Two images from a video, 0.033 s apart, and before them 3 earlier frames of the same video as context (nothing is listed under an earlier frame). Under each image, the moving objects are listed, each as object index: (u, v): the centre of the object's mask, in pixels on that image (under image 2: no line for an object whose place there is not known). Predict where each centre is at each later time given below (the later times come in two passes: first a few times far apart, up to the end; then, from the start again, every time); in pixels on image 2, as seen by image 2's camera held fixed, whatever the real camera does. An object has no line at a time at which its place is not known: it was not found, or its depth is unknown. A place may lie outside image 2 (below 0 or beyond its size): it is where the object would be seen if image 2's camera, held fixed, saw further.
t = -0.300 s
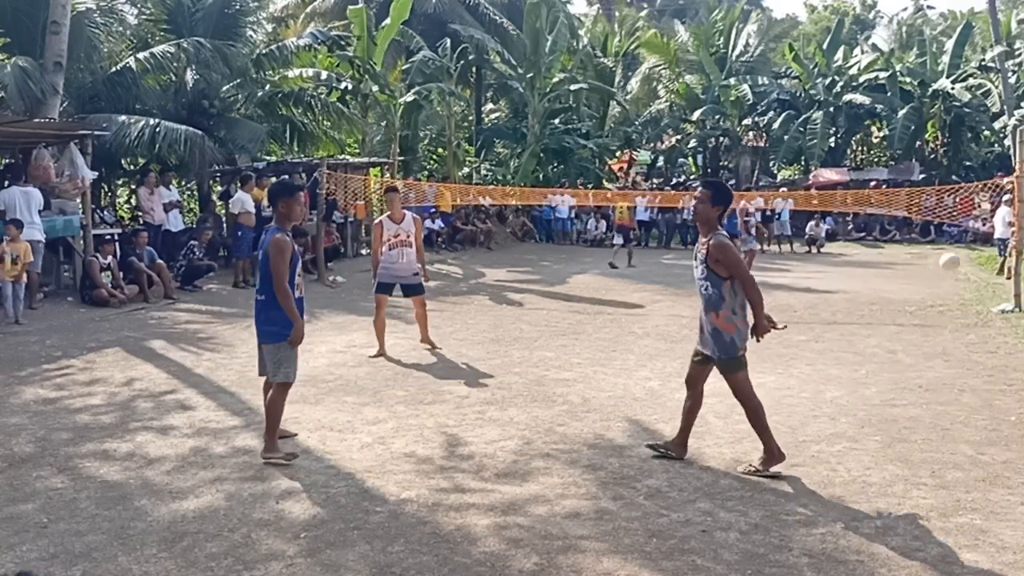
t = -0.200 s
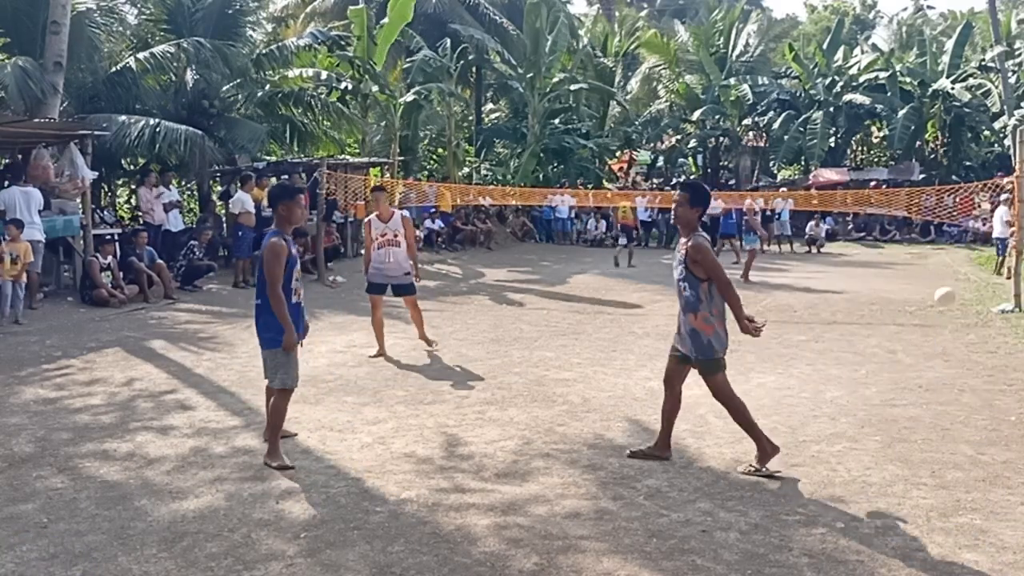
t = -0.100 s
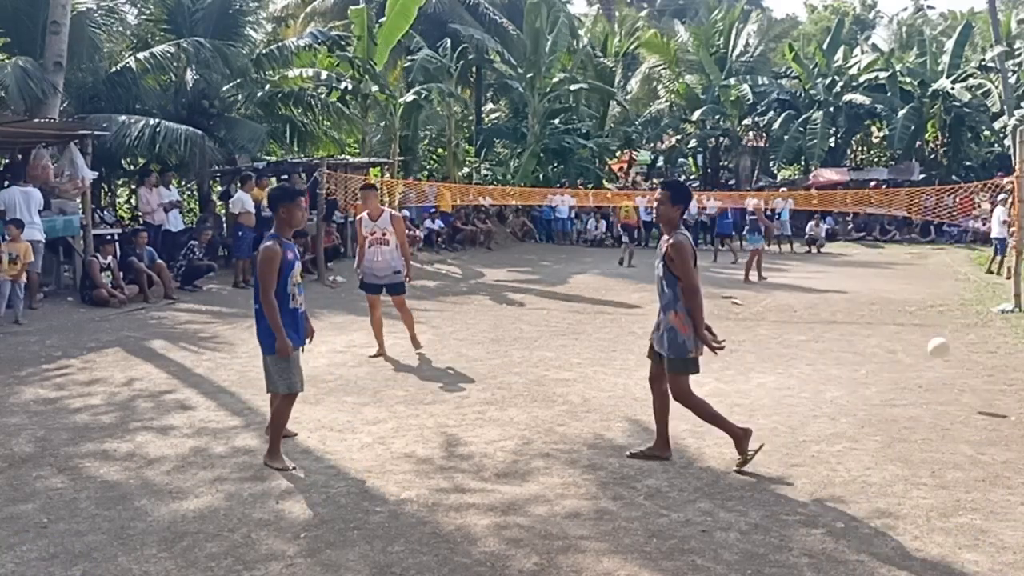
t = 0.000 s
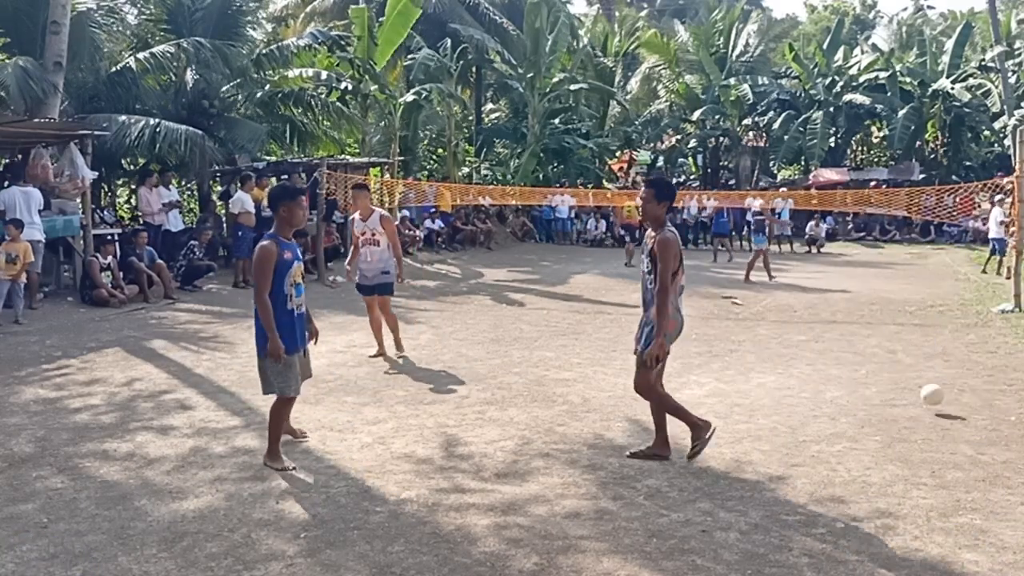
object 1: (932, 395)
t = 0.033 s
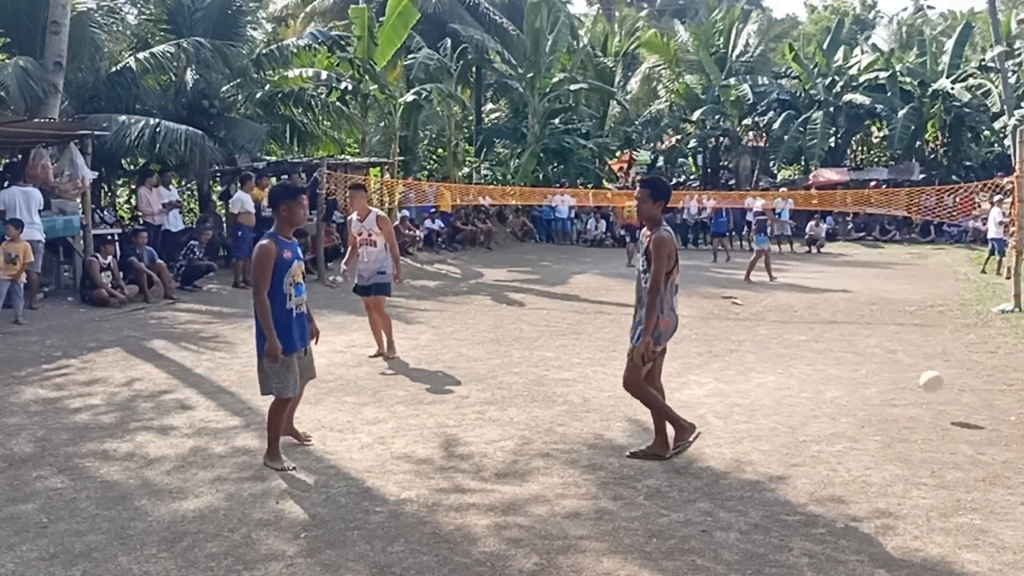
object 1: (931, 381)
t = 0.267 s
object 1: (921, 318)
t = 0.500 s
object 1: (899, 333)
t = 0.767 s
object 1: (854, 508)
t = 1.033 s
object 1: (797, 480)
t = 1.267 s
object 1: (705, 538)
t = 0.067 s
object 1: (930, 369)
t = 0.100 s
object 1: (929, 357)
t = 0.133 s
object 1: (928, 347)
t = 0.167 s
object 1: (926, 338)
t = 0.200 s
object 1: (925, 330)
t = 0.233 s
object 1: (923, 323)
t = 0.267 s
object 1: (921, 318)
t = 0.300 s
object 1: (919, 315)
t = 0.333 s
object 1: (916, 313)
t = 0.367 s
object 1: (913, 313)
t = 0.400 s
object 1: (910, 315)
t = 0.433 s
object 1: (907, 319)
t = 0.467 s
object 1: (903, 325)
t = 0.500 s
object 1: (899, 333)
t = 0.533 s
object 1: (895, 344)
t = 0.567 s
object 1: (891, 358)
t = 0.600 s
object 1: (886, 374)
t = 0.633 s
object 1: (880, 394)
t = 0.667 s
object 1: (875, 417)
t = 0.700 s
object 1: (869, 443)
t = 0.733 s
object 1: (862, 474)
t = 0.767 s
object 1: (854, 508)
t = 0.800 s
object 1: (848, 548)
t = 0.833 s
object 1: (841, 545)
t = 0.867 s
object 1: (836, 531)
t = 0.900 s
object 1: (829, 516)
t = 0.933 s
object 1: (822, 504)
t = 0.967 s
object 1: (814, 493)
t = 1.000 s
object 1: (806, 485)
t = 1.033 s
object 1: (797, 480)
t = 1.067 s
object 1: (787, 476)
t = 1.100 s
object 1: (777, 476)
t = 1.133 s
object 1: (765, 480)
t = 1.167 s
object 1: (751, 488)
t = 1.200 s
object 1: (737, 499)
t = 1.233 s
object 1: (722, 515)
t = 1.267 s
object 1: (705, 538)
